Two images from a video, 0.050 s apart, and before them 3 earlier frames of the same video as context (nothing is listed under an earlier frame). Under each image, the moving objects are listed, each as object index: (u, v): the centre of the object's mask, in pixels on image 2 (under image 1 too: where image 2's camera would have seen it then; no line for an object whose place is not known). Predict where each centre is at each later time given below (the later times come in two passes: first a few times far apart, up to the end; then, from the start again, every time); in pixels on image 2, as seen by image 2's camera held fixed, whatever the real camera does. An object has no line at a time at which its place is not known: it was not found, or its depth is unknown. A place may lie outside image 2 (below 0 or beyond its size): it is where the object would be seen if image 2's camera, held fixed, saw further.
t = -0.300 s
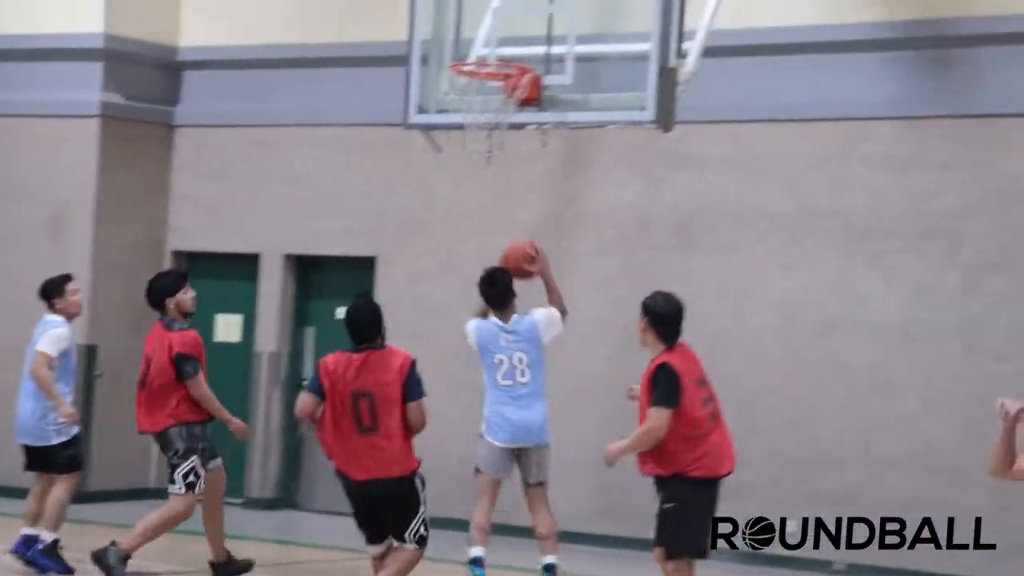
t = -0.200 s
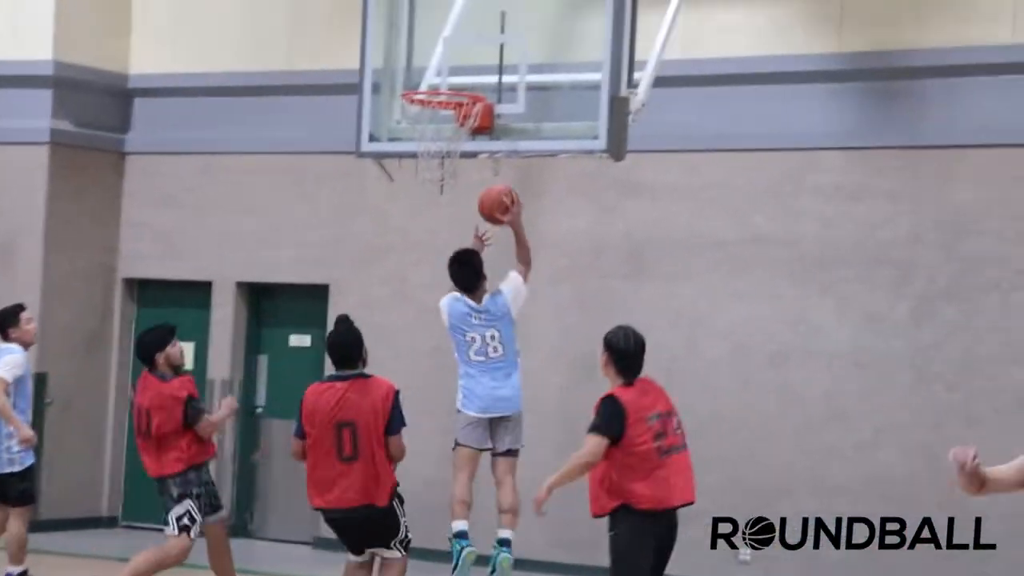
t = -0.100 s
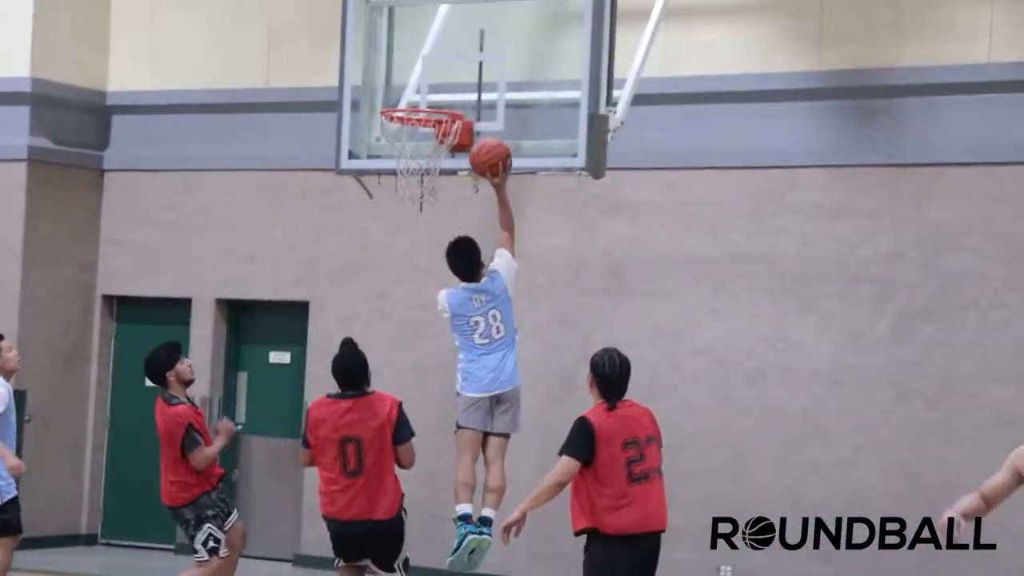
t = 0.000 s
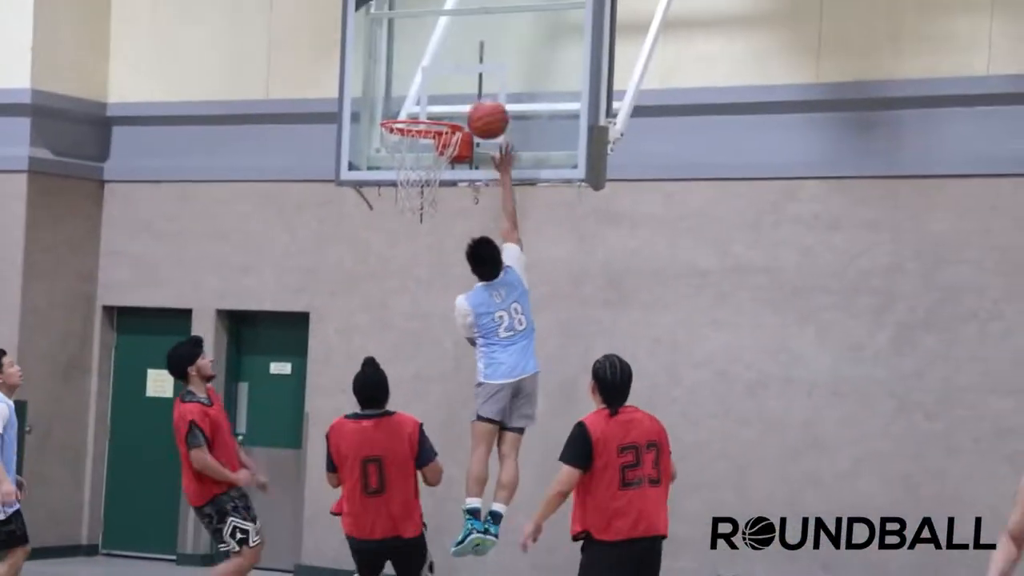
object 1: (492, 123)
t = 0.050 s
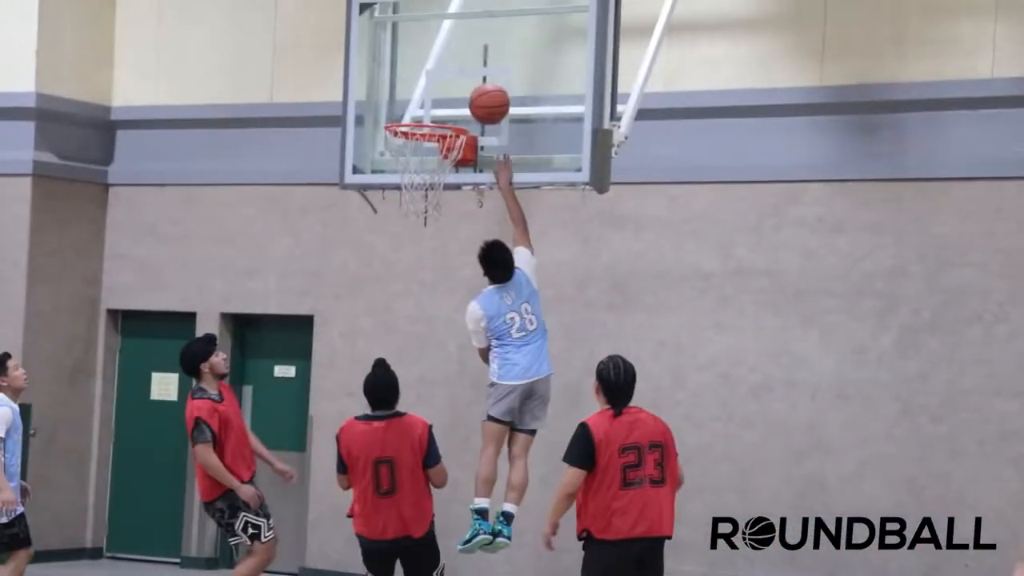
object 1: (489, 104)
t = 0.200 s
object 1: (469, 76)
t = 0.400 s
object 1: (421, 102)
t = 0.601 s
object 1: (449, 161)
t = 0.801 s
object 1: (457, 180)
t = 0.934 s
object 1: (447, 210)
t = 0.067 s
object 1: (488, 98)
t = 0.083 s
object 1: (487, 93)
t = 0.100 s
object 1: (486, 89)
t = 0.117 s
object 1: (485, 85)
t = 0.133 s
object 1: (484, 82)
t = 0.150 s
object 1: (481, 80)
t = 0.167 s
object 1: (477, 78)
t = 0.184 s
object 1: (473, 77)
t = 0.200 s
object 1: (469, 76)
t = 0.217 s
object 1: (465, 76)
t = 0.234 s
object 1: (461, 76)
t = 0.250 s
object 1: (457, 76)
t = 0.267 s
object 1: (453, 77)
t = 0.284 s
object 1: (449, 79)
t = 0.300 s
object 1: (445, 81)
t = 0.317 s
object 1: (441, 83)
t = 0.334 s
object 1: (437, 86)
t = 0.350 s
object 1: (433, 89)
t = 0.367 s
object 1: (429, 93)
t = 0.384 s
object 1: (424, 97)
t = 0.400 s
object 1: (421, 102)
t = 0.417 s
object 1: (416, 106)
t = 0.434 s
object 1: (413, 109)
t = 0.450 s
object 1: (409, 119)
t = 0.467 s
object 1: (411, 123)
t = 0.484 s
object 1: (415, 127)
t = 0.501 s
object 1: (419, 131)
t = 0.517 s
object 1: (426, 136)
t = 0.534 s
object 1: (430, 143)
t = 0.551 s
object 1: (435, 146)
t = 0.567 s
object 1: (441, 151)
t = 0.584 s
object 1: (445, 157)
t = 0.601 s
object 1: (449, 161)
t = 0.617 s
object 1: (452, 165)
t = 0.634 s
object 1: (455, 168)
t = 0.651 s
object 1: (456, 170)
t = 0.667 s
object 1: (458, 171)
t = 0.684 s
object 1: (459, 171)
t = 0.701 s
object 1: (459, 172)
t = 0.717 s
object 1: (460, 172)
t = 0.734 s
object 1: (459, 173)
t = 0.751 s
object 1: (459, 174)
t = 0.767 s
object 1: (459, 176)
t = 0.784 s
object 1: (459, 177)
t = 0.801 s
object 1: (457, 180)
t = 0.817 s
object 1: (456, 181)
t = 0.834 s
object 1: (455, 184)
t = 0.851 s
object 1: (453, 188)
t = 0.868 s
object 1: (452, 191)
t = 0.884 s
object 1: (451, 196)
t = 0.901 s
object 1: (450, 201)
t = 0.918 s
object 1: (449, 205)
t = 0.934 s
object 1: (447, 210)
